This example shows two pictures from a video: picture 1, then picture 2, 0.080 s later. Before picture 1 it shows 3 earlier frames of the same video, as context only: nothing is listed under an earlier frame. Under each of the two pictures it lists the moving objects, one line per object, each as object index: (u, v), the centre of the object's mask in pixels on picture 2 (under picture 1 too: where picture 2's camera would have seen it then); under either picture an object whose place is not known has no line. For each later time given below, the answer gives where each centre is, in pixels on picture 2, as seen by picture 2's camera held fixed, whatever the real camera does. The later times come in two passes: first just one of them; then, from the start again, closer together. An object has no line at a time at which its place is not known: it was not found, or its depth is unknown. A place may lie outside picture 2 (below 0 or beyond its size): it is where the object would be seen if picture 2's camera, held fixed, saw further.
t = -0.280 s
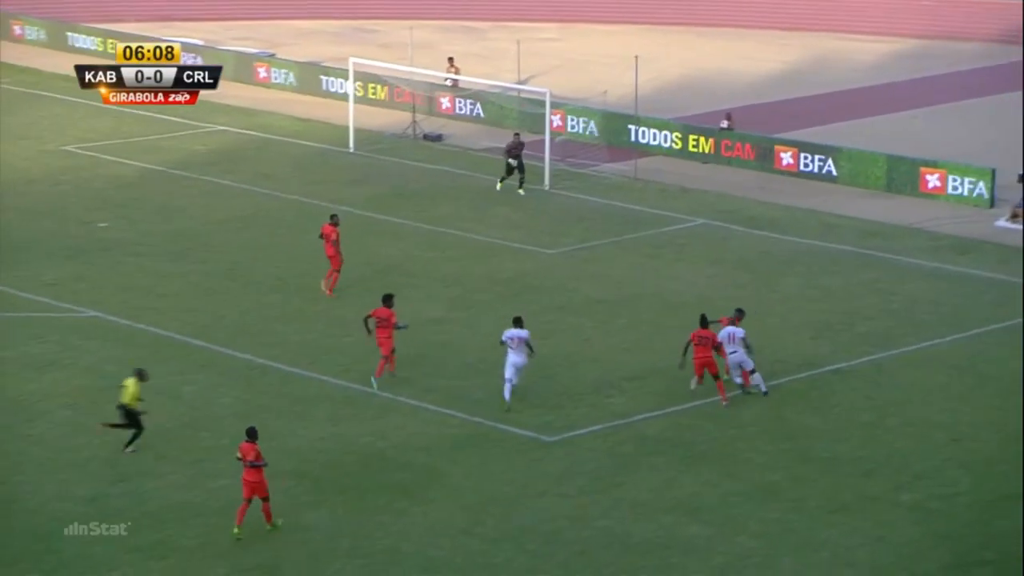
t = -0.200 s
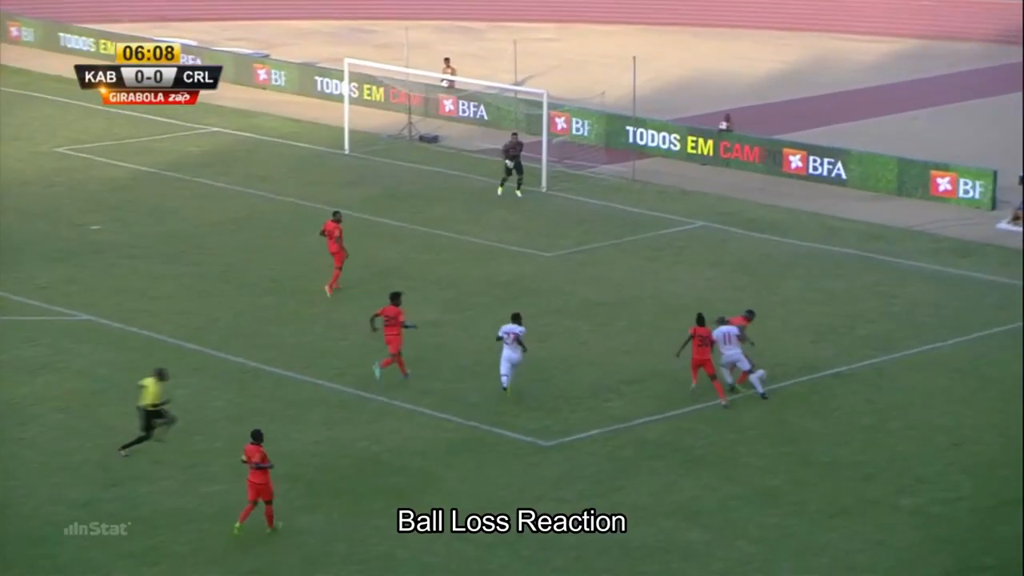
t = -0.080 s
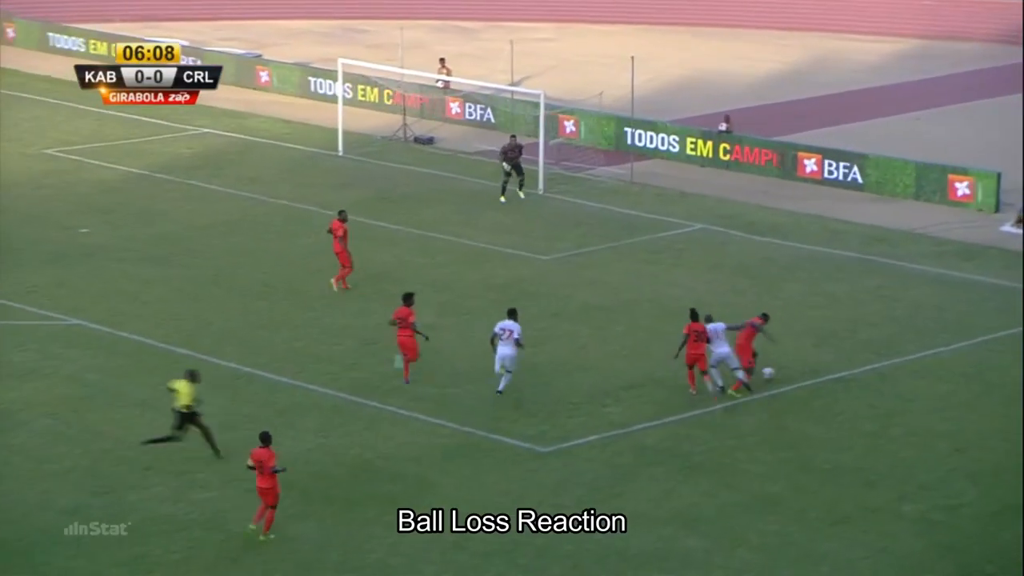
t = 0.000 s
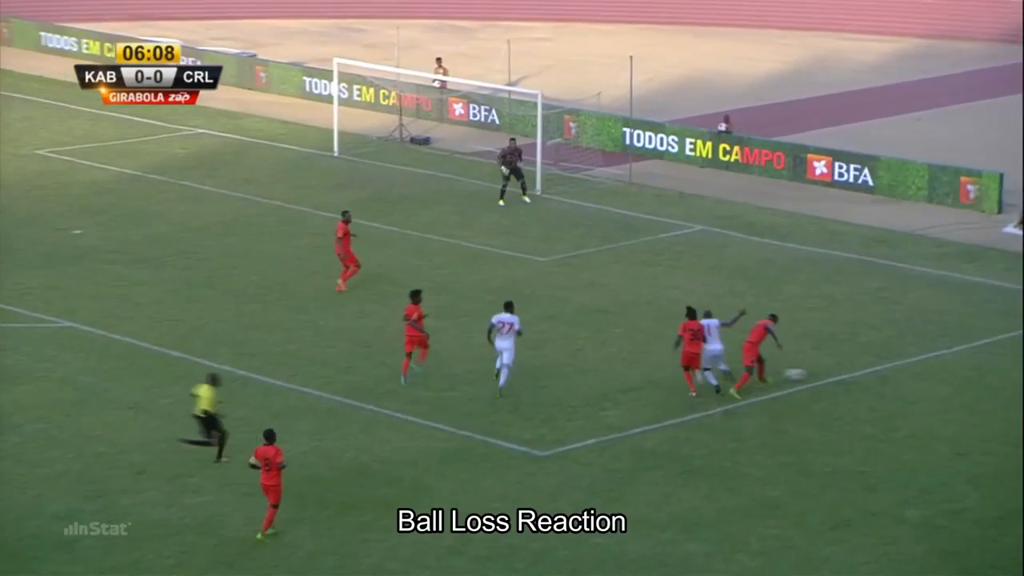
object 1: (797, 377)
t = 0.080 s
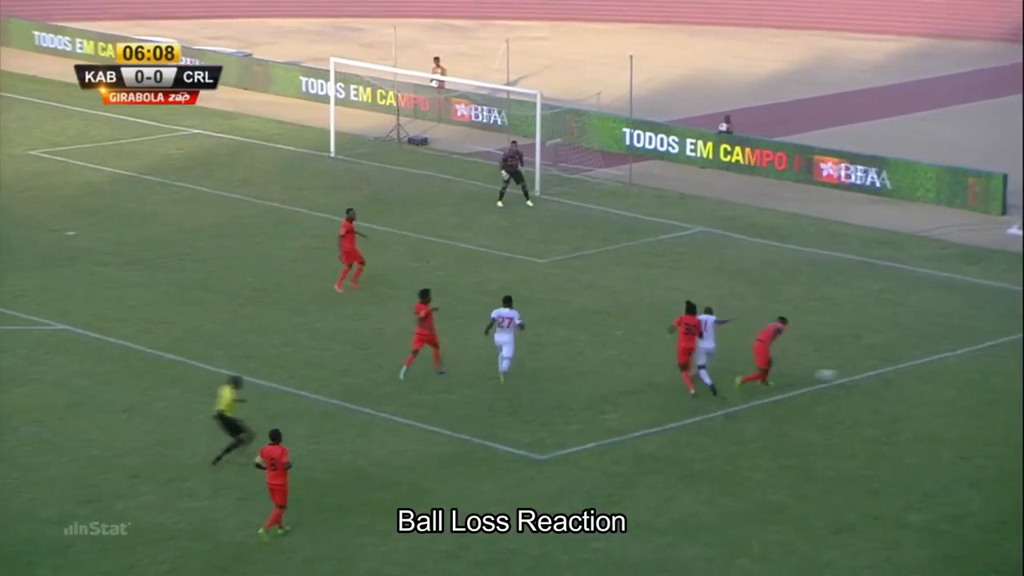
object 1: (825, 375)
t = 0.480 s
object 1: (955, 370)
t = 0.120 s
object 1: (839, 375)
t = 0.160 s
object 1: (854, 374)
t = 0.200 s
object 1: (869, 373)
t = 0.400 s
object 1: (931, 369)
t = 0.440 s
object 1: (944, 369)
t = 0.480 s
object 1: (955, 370)
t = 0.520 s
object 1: (966, 368)
